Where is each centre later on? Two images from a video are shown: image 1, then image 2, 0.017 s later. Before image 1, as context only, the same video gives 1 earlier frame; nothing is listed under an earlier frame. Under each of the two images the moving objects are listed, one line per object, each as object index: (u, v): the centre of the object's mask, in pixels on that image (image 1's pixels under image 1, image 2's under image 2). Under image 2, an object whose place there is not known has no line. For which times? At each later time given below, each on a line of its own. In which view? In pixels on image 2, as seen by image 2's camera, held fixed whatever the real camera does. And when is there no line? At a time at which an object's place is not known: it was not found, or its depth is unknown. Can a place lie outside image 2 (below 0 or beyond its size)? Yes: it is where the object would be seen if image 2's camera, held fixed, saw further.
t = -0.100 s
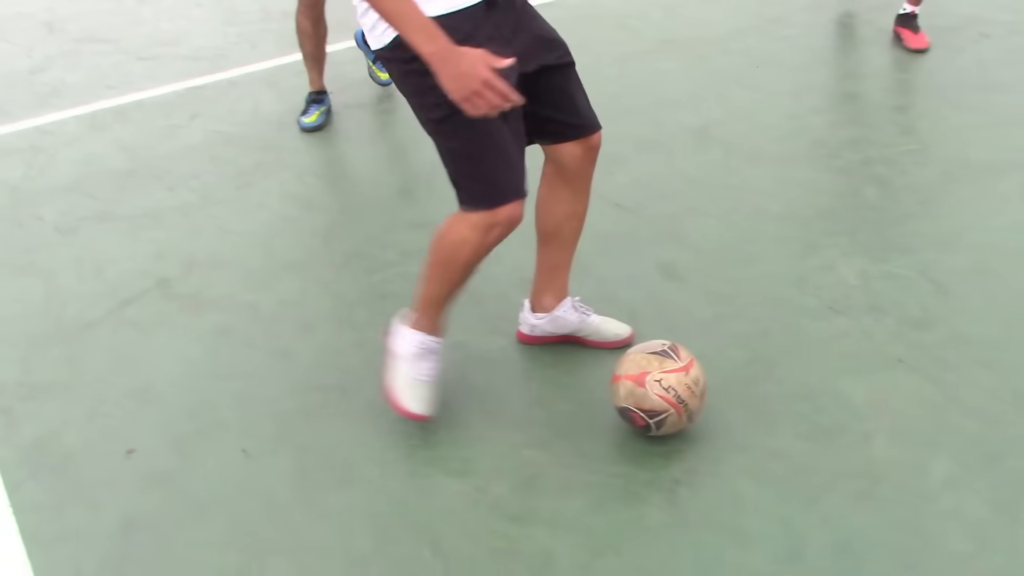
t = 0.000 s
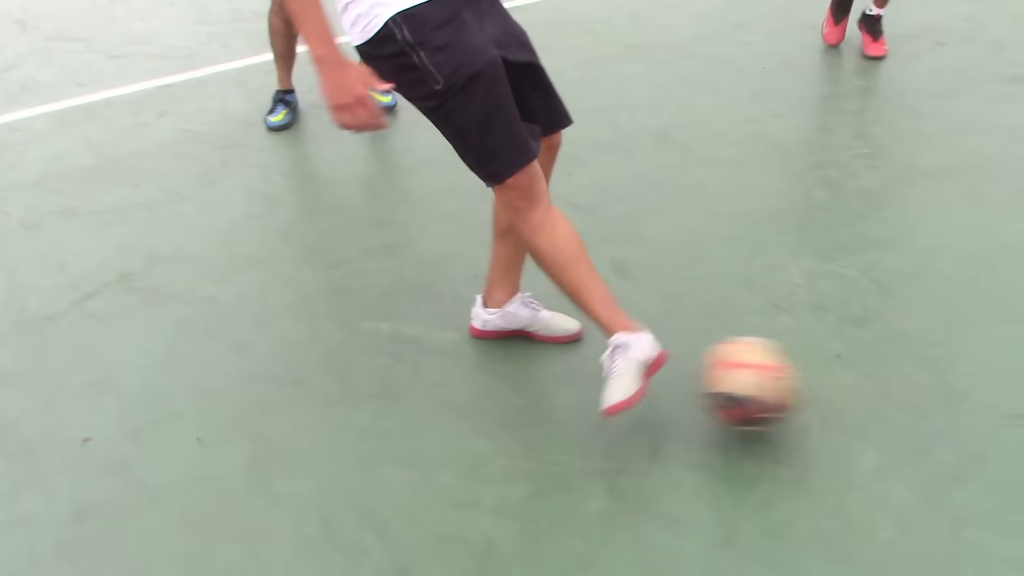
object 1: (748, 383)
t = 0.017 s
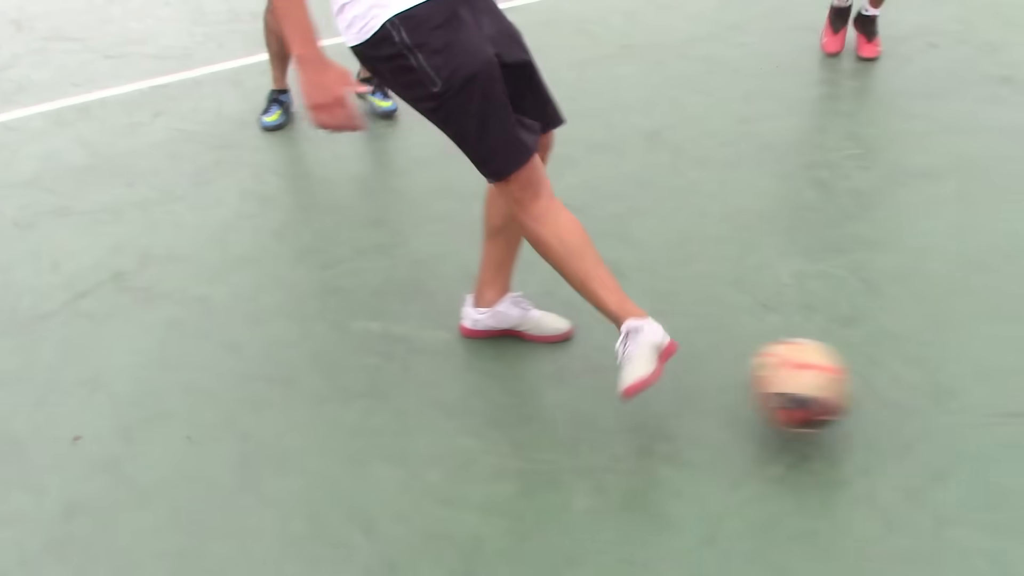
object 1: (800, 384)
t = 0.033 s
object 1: (866, 388)
